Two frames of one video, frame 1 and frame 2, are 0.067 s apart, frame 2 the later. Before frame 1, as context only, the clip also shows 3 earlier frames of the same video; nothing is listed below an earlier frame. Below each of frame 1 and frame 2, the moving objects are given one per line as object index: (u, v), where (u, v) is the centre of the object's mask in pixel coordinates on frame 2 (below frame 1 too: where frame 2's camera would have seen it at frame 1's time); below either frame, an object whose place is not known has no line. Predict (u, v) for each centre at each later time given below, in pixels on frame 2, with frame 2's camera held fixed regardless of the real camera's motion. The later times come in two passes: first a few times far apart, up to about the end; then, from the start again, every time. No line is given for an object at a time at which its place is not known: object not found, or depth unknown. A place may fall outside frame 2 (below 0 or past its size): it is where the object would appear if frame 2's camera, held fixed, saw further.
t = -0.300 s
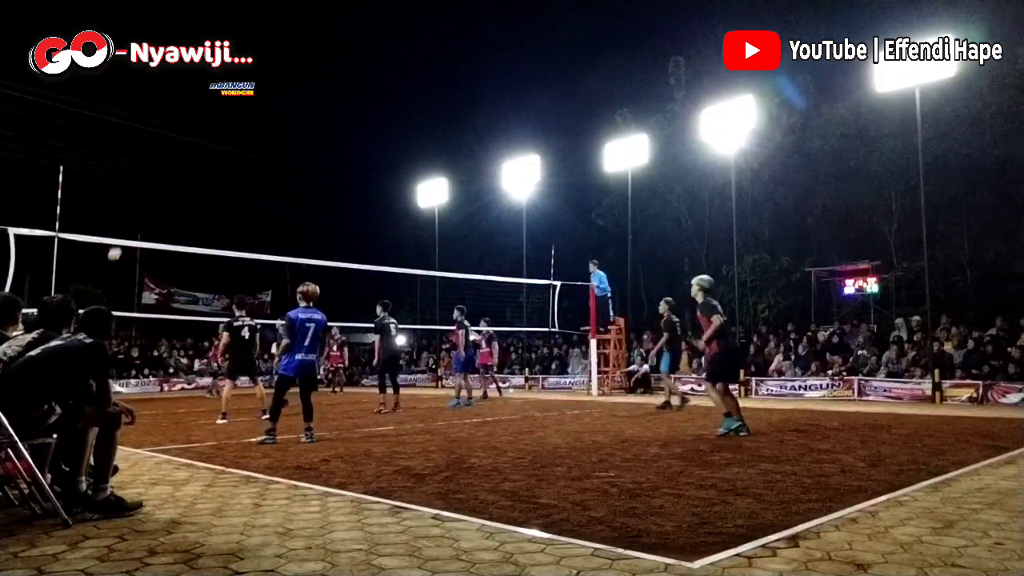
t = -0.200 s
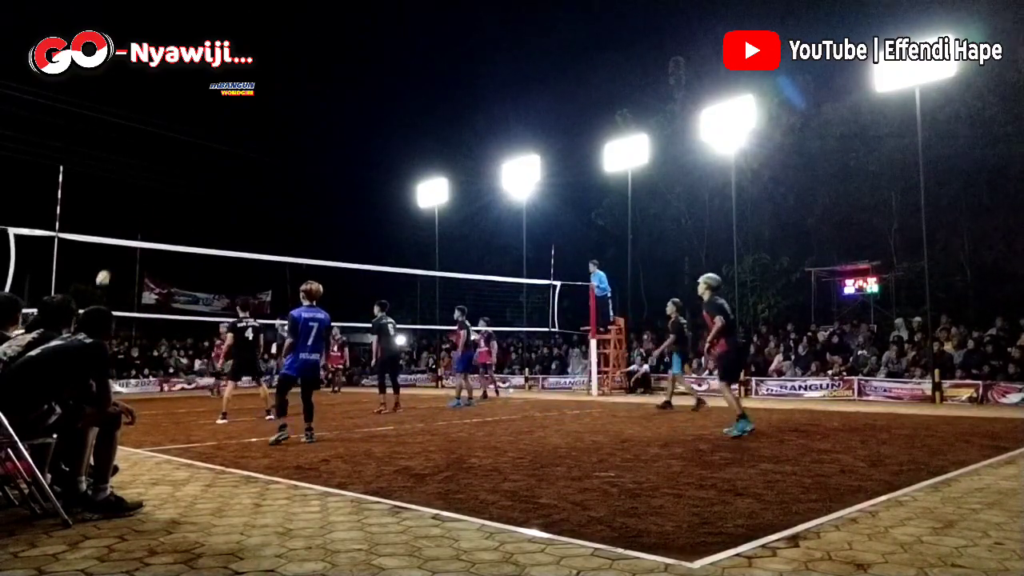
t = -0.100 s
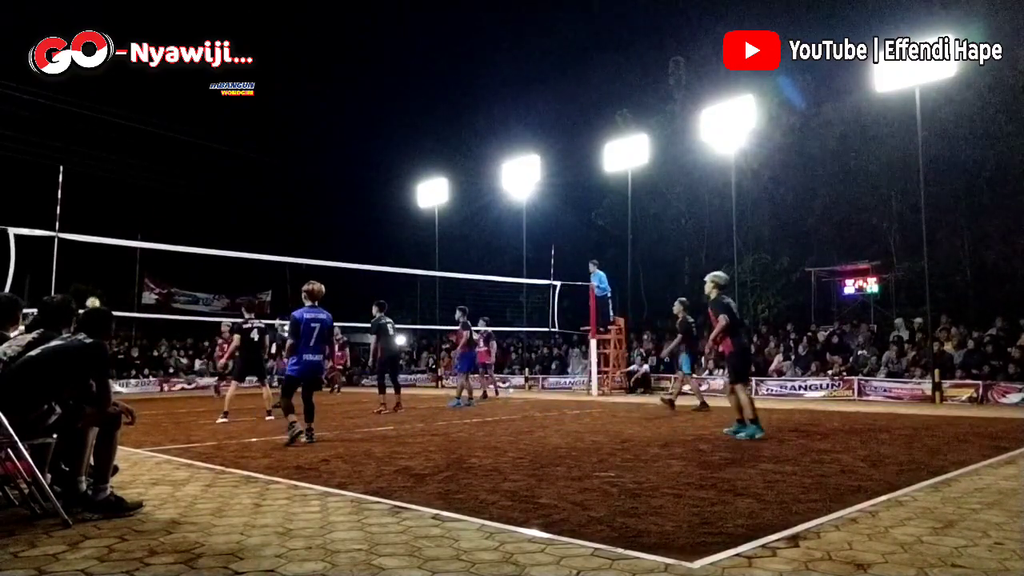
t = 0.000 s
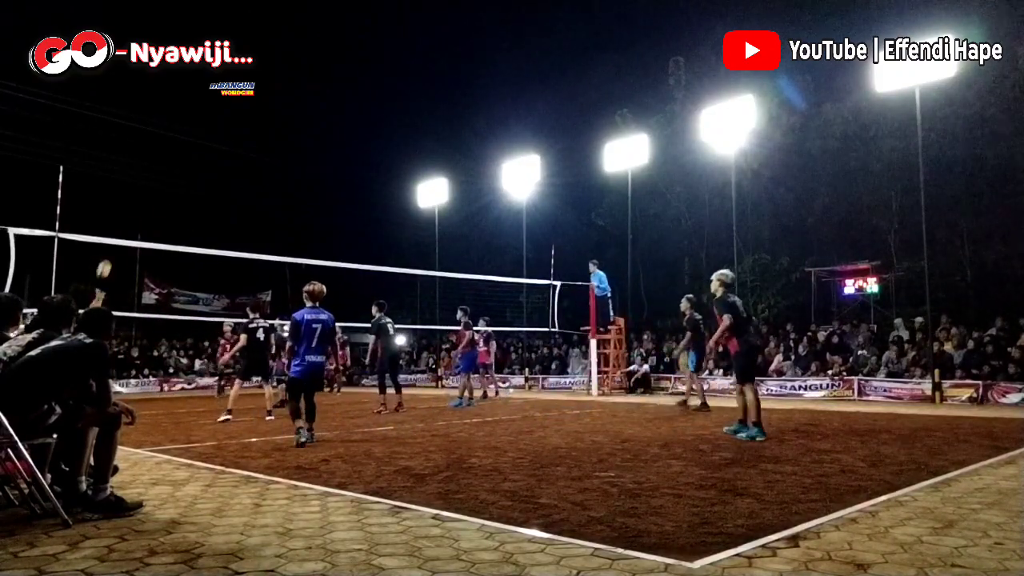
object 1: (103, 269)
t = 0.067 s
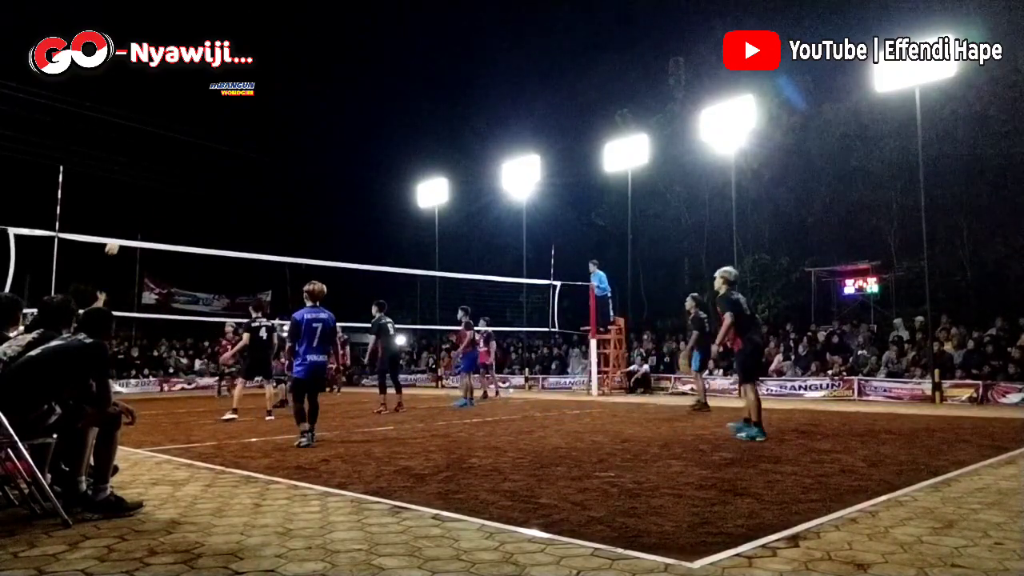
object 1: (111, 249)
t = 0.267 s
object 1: (137, 192)
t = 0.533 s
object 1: (167, 153)
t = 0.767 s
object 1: (192, 148)
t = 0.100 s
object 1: (118, 233)
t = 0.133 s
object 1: (121, 226)
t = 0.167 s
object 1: (125, 216)
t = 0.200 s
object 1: (129, 207)
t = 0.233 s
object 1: (133, 199)
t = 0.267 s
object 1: (137, 192)
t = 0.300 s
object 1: (140, 185)
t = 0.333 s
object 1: (144, 179)
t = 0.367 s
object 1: (148, 173)
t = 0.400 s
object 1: (152, 168)
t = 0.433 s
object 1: (156, 163)
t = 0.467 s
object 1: (160, 159)
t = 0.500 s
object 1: (163, 156)
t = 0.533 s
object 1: (167, 153)
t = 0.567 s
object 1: (171, 151)
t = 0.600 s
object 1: (174, 149)
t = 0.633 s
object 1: (178, 147)
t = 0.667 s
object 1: (181, 147)
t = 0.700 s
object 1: (185, 147)
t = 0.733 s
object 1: (188, 147)
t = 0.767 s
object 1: (192, 148)
